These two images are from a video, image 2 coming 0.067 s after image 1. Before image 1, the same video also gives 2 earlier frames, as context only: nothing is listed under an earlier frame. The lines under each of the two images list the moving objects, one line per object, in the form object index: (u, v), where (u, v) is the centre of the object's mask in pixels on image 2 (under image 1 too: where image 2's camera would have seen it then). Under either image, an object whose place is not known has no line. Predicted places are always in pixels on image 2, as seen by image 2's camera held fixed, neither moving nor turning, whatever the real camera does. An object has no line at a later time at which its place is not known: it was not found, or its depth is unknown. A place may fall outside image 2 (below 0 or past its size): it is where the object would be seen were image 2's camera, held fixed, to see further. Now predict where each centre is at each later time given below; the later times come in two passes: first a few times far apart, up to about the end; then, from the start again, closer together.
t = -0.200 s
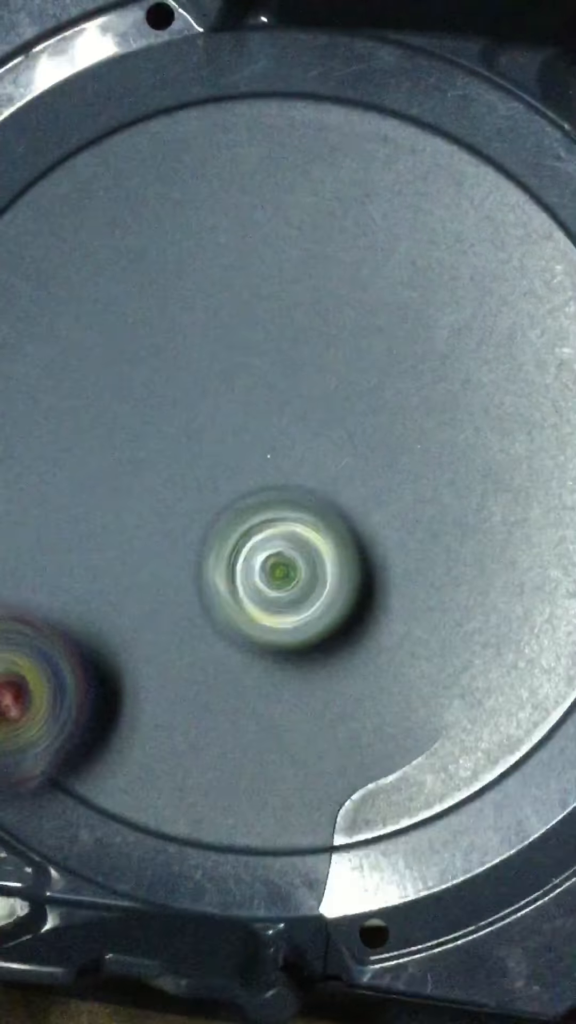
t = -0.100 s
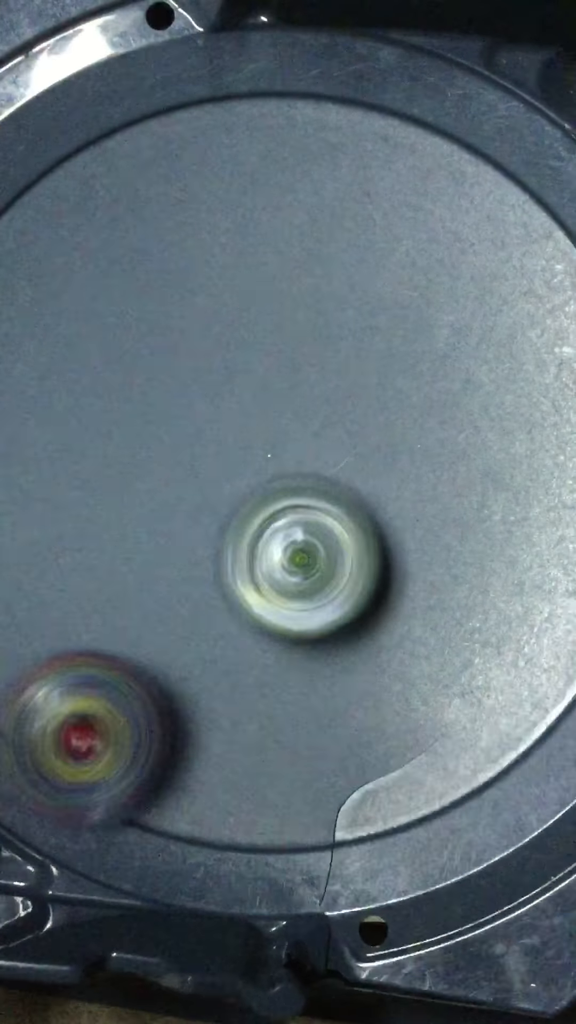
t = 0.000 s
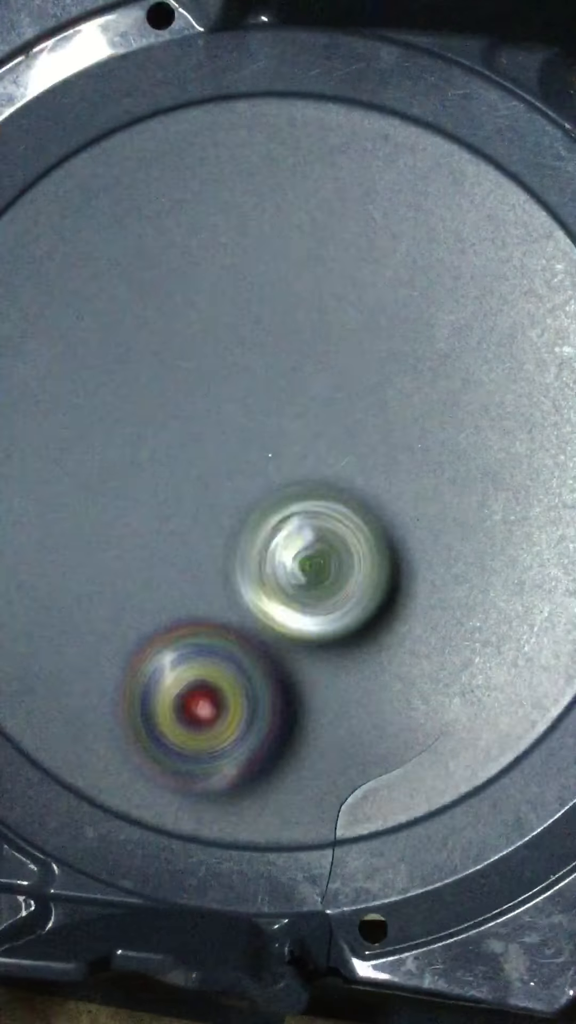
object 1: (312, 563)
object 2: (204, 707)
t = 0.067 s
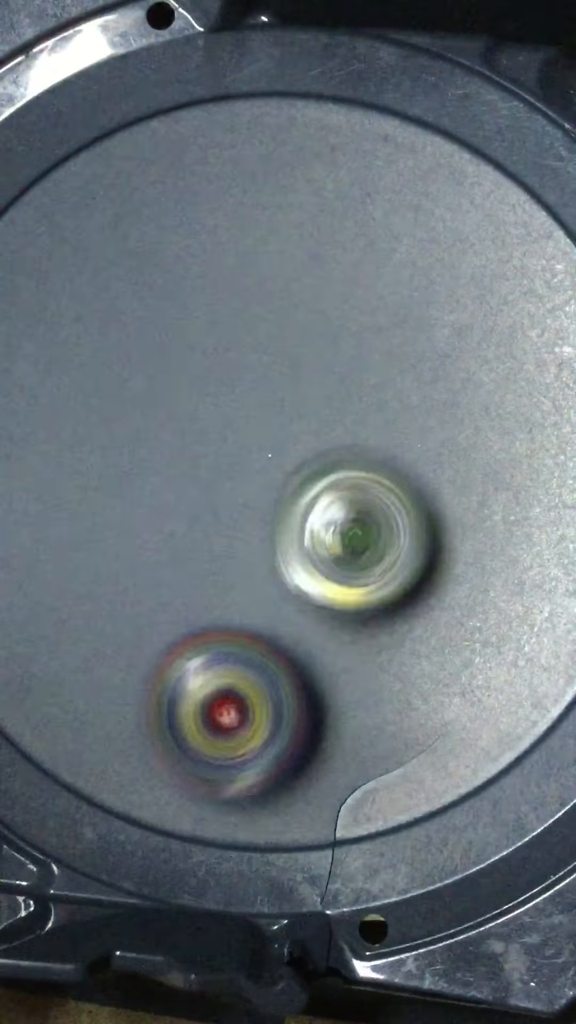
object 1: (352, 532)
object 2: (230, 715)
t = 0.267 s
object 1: (355, 409)
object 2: (347, 595)
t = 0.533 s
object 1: (175, 307)
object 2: (413, 391)
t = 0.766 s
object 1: (180, 437)
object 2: (294, 239)
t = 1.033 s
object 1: (279, 542)
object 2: (166, 289)
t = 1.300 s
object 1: (386, 548)
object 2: (204, 390)
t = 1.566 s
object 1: (452, 589)
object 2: (101, 266)
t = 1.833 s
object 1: (410, 516)
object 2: (56, 320)
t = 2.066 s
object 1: (324, 583)
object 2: (127, 421)
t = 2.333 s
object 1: (274, 666)
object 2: (308, 444)
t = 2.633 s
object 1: (228, 589)
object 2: (449, 386)
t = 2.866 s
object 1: (227, 480)
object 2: (481, 345)
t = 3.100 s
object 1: (232, 444)
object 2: (432, 361)
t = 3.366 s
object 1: (157, 433)
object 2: (399, 444)
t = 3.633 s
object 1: (270, 385)
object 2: (373, 532)
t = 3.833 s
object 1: (254, 314)
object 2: (413, 778)
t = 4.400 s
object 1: (282, 342)
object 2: (211, 658)
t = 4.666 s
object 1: (315, 423)
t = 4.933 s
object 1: (307, 455)
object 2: (82, 455)
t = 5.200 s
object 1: (323, 489)
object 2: (105, 336)
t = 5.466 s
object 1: (288, 523)
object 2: (182, 253)
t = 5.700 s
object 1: (246, 506)
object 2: (281, 238)
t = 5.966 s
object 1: (254, 465)
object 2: (389, 292)
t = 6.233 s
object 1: (273, 455)
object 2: (453, 406)
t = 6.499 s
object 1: (200, 469)
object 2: (541, 508)
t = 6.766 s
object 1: (222, 504)
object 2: (496, 582)
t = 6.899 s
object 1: (229, 500)
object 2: (410, 615)
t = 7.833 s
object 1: (308, 341)
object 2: (214, 740)
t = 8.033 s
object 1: (296, 345)
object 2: (213, 713)
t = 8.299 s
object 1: (273, 374)
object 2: (261, 599)
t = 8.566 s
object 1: (249, 373)
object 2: (324, 543)
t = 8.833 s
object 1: (231, 373)
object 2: (393, 502)
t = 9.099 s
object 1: (222, 398)
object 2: (417, 470)
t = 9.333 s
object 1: (204, 428)
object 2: (390, 449)
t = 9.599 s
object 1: (154, 421)
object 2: (389, 463)
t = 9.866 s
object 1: (166, 418)
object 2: (339, 478)
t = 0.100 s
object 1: (366, 514)
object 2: (248, 705)
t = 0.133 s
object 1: (376, 493)
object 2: (269, 693)
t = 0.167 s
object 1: (377, 472)
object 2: (287, 676)
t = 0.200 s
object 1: (375, 450)
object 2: (309, 655)
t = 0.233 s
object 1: (367, 428)
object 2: (329, 626)
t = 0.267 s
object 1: (355, 409)
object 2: (347, 595)
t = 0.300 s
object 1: (341, 385)
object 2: (362, 568)
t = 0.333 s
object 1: (320, 358)
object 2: (375, 553)
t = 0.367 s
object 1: (293, 330)
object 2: (388, 533)
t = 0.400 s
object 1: (265, 313)
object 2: (397, 510)
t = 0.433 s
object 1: (237, 303)
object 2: (405, 484)
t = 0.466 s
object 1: (213, 298)
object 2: (410, 451)
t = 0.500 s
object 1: (192, 299)
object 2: (413, 421)
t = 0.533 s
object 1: (175, 307)
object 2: (413, 391)
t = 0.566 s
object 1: (162, 320)
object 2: (409, 362)
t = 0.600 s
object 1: (154, 336)
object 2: (400, 332)
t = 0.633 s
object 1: (152, 356)
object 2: (388, 304)
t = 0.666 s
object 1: (153, 378)
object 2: (368, 279)
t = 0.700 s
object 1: (160, 398)
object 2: (346, 260)
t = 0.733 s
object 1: (168, 421)
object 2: (321, 245)
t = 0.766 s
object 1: (180, 437)
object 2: (294, 239)
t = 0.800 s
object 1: (190, 452)
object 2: (270, 239)
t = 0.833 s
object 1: (202, 463)
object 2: (245, 246)
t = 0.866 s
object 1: (211, 471)
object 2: (223, 260)
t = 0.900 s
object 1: (222, 475)
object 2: (206, 280)
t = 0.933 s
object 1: (232, 475)
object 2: (190, 302)
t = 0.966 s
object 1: (248, 495)
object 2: (180, 294)
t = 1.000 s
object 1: (261, 521)
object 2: (172, 289)
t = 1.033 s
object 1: (279, 542)
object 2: (166, 289)
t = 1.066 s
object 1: (301, 561)
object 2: (165, 294)
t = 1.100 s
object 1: (321, 574)
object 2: (165, 302)
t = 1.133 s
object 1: (343, 579)
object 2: (170, 315)
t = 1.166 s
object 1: (361, 579)
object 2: (174, 329)
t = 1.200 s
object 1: (375, 576)
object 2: (181, 345)
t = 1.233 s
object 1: (383, 569)
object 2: (187, 360)
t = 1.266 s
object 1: (386, 560)
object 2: (196, 376)
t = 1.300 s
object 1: (386, 548)
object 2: (204, 390)
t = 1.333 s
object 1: (383, 537)
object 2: (215, 404)
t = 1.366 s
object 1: (376, 521)
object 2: (223, 415)
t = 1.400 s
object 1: (377, 515)
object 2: (222, 407)
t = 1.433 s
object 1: (404, 543)
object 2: (188, 358)
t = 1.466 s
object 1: (425, 563)
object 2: (161, 322)
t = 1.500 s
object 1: (439, 580)
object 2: (140, 296)
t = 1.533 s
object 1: (448, 586)
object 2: (120, 276)
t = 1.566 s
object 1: (452, 589)
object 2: (101, 266)
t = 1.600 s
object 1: (452, 585)
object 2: (84, 260)
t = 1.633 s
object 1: (447, 575)
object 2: (74, 263)
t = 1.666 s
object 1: (444, 564)
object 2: (66, 267)
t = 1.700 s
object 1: (438, 550)
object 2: (62, 275)
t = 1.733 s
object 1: (432, 533)
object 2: (58, 283)
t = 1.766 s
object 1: (429, 524)
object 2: (56, 293)
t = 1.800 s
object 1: (421, 517)
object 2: (56, 305)
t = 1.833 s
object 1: (410, 516)
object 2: (56, 320)
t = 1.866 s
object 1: (397, 520)
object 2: (59, 334)
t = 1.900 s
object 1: (377, 527)
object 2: (61, 348)
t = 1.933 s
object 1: (363, 535)
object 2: (67, 364)
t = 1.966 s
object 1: (348, 549)
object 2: (75, 379)
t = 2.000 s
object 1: (339, 559)
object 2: (90, 393)
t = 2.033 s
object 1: (332, 570)
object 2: (108, 408)
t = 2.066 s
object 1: (324, 583)
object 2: (127, 421)
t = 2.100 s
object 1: (317, 593)
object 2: (149, 432)
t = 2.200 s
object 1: (299, 623)
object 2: (218, 454)
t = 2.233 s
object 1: (293, 632)
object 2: (242, 458)
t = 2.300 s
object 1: (280, 658)
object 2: (288, 449)
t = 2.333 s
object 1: (274, 666)
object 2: (308, 444)
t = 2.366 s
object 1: (268, 670)
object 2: (327, 439)
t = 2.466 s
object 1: (248, 657)
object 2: (382, 422)
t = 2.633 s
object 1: (228, 589)
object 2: (449, 386)
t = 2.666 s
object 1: (225, 572)
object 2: (458, 378)
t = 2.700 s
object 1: (223, 557)
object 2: (467, 371)
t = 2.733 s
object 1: (222, 537)
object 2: (474, 363)
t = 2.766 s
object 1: (222, 523)
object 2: (479, 358)
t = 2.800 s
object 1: (225, 508)
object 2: (481, 353)
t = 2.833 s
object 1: (226, 496)
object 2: (482, 348)
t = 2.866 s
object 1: (227, 480)
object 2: (481, 345)
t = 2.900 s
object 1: (229, 471)
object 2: (479, 344)
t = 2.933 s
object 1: (232, 463)
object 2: (475, 342)
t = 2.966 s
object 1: (233, 458)
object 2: (469, 343)
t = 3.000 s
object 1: (233, 451)
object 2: (461, 344)
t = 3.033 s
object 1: (233, 446)
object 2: (451, 348)
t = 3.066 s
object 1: (232, 445)
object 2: (442, 353)
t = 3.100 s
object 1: (232, 444)
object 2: (432, 361)
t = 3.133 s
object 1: (230, 443)
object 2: (420, 369)
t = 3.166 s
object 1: (226, 443)
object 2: (409, 377)
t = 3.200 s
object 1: (222, 442)
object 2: (396, 390)
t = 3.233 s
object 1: (207, 446)
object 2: (398, 400)
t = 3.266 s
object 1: (191, 451)
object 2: (401, 411)
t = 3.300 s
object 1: (176, 448)
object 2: (402, 423)
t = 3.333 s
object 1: (163, 442)
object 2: (400, 433)
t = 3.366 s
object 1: (157, 433)
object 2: (399, 444)
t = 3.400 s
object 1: (157, 424)
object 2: (399, 454)
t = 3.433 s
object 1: (160, 414)
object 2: (396, 464)
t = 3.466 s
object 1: (170, 402)
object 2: (393, 475)
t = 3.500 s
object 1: (186, 393)
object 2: (389, 485)
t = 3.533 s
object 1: (207, 388)
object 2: (385, 496)
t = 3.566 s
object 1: (226, 384)
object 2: (381, 507)
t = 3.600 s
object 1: (249, 382)
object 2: (377, 519)
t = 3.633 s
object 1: (270, 385)
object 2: (373, 532)
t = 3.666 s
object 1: (277, 358)
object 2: (381, 580)
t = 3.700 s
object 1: (277, 331)
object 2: (394, 639)
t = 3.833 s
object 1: (254, 314)
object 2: (413, 778)
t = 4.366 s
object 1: (267, 336)
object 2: (223, 664)
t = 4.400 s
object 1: (282, 342)
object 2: (211, 658)
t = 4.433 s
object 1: (293, 351)
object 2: (195, 645)
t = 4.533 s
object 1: (316, 385)
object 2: (155, 612)
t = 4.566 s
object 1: (318, 394)
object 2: (143, 601)
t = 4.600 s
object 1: (318, 404)
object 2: (132, 589)
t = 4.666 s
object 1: (315, 423)
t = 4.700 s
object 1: (313, 429)
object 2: (104, 550)
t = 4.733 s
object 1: (310, 437)
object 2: (97, 537)
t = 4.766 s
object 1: (307, 442)
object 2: (91, 523)
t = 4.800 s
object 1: (306, 446)
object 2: (87, 510)
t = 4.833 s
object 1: (304, 450)
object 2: (85, 496)
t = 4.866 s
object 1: (304, 452)
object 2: (83, 483)
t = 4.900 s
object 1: (305, 454)
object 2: (83, 470)
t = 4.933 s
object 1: (307, 455)
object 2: (82, 455)
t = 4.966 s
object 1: (309, 457)
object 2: (82, 441)
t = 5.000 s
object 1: (311, 461)
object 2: (83, 425)
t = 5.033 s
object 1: (314, 463)
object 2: (85, 410)
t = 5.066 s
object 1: (317, 468)
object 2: (87, 395)
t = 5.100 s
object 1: (319, 473)
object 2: (91, 379)
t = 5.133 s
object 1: (321, 478)
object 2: (95, 365)
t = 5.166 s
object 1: (323, 483)
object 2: (101, 350)
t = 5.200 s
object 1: (323, 489)
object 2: (105, 336)
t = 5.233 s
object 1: (322, 496)
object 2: (113, 323)
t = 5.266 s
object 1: (320, 503)
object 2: (120, 309)
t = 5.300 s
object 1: (317, 508)
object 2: (128, 299)
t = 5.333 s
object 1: (312, 512)
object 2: (138, 288)
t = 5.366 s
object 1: (307, 516)
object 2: (148, 277)
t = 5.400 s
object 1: (301, 520)
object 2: (160, 268)
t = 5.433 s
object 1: (295, 521)
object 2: (170, 260)
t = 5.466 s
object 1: (288, 523)
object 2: (182, 253)
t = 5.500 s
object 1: (279, 523)
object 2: (195, 249)
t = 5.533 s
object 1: (272, 522)
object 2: (210, 243)
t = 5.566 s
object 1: (264, 521)
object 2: (223, 240)
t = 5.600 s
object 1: (257, 518)
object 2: (236, 238)
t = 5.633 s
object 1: (252, 515)
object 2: (252, 237)
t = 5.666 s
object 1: (248, 510)
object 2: (265, 237)
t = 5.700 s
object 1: (246, 506)
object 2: (281, 238)
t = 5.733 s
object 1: (244, 501)
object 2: (294, 241)
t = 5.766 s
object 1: (244, 495)
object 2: (309, 245)
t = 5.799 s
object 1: (244, 489)
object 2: (322, 249)
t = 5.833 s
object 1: (245, 483)
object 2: (337, 256)
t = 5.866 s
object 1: (248, 477)
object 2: (351, 265)
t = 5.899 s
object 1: (251, 472)
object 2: (363, 272)
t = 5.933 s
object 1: (253, 468)
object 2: (377, 281)
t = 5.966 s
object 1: (254, 465)
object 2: (389, 292)
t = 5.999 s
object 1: (257, 463)
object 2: (400, 304)
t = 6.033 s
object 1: (260, 463)
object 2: (411, 316)
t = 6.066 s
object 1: (263, 462)
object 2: (421, 330)
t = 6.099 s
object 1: (266, 460)
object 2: (429, 343)
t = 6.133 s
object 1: (270, 459)
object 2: (438, 358)
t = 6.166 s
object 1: (272, 457)
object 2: (443, 373)
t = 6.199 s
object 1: (274, 456)
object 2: (449, 388)
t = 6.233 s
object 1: (273, 455)
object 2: (453, 406)
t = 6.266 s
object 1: (250, 455)
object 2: (485, 423)
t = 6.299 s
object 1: (228, 456)
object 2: (513, 436)
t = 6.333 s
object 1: (213, 457)
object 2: (529, 451)
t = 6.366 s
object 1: (205, 459)
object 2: (536, 469)
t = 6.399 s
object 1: (201, 461)
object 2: (538, 478)
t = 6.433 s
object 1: (199, 464)
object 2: (540, 488)
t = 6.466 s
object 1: (199, 465)
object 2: (542, 498)
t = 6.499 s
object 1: (200, 469)
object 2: (541, 508)
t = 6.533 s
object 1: (203, 473)
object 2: (540, 521)
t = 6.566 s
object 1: (208, 479)
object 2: (538, 530)
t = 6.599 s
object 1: (212, 484)
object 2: (533, 539)
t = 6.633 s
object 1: (216, 489)
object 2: (528, 547)
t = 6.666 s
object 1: (217, 494)
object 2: (522, 556)
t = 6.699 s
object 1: (218, 499)
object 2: (516, 566)
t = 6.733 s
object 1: (220, 503)
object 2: (506, 574)
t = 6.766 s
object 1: (222, 504)
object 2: (496, 582)
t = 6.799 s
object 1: (224, 503)
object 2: (479, 592)
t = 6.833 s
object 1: (223, 503)
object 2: (459, 600)
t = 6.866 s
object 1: (223, 501)
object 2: (436, 608)
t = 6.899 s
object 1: (229, 500)
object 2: (410, 615)
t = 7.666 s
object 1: (270, 443)
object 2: (322, 650)
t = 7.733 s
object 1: (281, 422)
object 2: (285, 656)
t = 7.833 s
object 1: (308, 341)
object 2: (214, 740)
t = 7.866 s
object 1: (312, 338)
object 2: (206, 742)
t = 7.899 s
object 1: (311, 339)
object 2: (206, 741)
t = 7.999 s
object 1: (301, 344)
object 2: (210, 723)
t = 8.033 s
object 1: (296, 345)
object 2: (213, 713)
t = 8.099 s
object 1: (291, 349)
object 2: (223, 691)
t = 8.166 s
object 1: (286, 357)
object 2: (234, 661)
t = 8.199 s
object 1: (284, 361)
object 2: (242, 646)
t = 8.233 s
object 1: (281, 365)
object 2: (247, 631)
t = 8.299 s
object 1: (273, 374)
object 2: (261, 599)
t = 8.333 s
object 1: (269, 378)
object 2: (269, 584)
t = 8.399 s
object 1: (264, 381)
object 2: (281, 559)
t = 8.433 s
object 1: (265, 377)
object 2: (286, 561)
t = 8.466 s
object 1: (264, 378)
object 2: (292, 558)
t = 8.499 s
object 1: (257, 378)
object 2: (302, 553)
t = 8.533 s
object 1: (252, 376)
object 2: (313, 547)
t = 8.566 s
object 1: (249, 373)
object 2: (324, 543)
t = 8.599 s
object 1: (247, 374)
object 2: (333, 537)
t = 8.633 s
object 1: (242, 372)
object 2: (342, 531)
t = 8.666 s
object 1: (238, 371)
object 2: (352, 527)
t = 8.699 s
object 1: (238, 370)
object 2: (360, 520)
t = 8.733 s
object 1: (233, 370)
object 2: (369, 516)
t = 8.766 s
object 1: (233, 371)
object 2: (378, 512)
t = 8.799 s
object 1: (231, 369)
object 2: (385, 506)
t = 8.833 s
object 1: (231, 373)
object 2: (393, 502)
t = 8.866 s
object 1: (230, 373)
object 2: (399, 496)
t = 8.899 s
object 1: (229, 377)
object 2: (405, 492)
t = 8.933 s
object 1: (228, 379)
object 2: (410, 488)
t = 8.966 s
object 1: (227, 383)
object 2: (413, 483)
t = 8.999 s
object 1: (227, 387)
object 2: (416, 480)
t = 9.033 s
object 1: (224, 390)
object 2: (417, 477)
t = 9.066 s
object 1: (224, 396)
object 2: (419, 473)
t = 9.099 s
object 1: (222, 398)
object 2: (417, 470)
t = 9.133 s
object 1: (221, 405)
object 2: (417, 466)
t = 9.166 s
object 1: (218, 407)
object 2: (415, 463)
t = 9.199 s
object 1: (215, 413)
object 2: (411, 460)
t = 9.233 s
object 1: (214, 417)
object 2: (407, 457)
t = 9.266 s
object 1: (210, 421)
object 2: (401, 454)
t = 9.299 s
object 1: (210, 425)
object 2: (396, 452)
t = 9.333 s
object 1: (204, 428)
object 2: (390, 449)
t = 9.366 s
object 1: (201, 429)
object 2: (386, 450)
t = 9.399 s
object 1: (182, 426)
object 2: (393, 456)
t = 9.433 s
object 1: (171, 424)
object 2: (394, 460)
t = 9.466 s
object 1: (164, 422)
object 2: (394, 461)
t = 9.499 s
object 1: (161, 423)
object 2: (394, 460)
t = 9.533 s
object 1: (158, 422)
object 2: (393, 460)
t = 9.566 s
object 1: (157, 422)
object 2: (391, 462)
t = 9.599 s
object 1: (154, 421)
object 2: (389, 463)
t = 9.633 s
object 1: (153, 420)
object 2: (385, 464)
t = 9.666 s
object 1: (154, 418)
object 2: (380, 466)
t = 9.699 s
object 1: (154, 417)
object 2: (374, 467)
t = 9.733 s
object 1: (158, 416)
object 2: (367, 468)
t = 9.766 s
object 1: (158, 416)
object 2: (360, 470)
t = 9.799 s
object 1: (164, 417)
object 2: (352, 470)
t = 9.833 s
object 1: (165, 419)
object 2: (343, 471)
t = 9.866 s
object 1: (166, 418)
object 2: (339, 478)
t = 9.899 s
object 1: (164, 415)
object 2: (346, 488)
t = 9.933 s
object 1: (169, 418)
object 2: (350, 497)
